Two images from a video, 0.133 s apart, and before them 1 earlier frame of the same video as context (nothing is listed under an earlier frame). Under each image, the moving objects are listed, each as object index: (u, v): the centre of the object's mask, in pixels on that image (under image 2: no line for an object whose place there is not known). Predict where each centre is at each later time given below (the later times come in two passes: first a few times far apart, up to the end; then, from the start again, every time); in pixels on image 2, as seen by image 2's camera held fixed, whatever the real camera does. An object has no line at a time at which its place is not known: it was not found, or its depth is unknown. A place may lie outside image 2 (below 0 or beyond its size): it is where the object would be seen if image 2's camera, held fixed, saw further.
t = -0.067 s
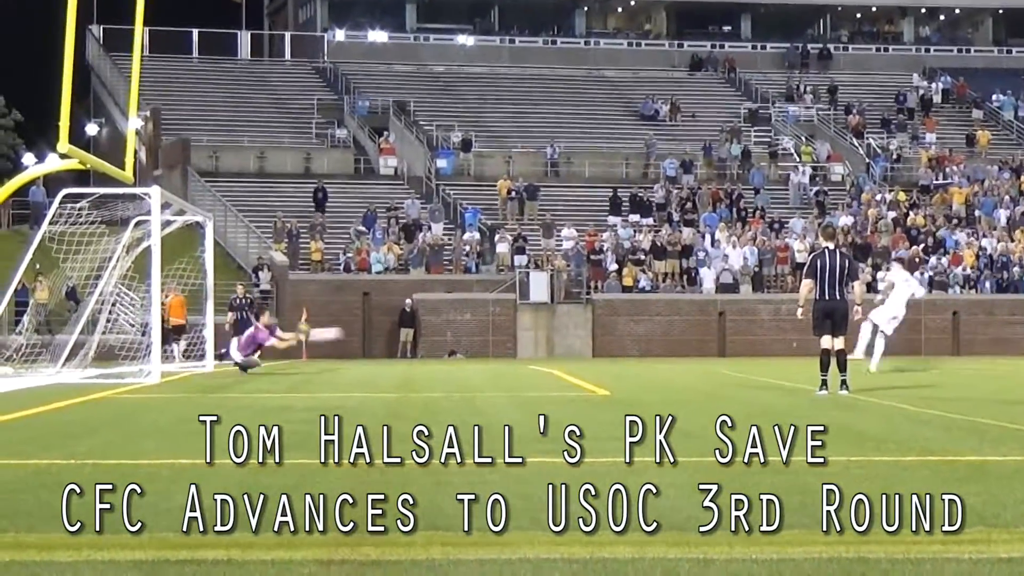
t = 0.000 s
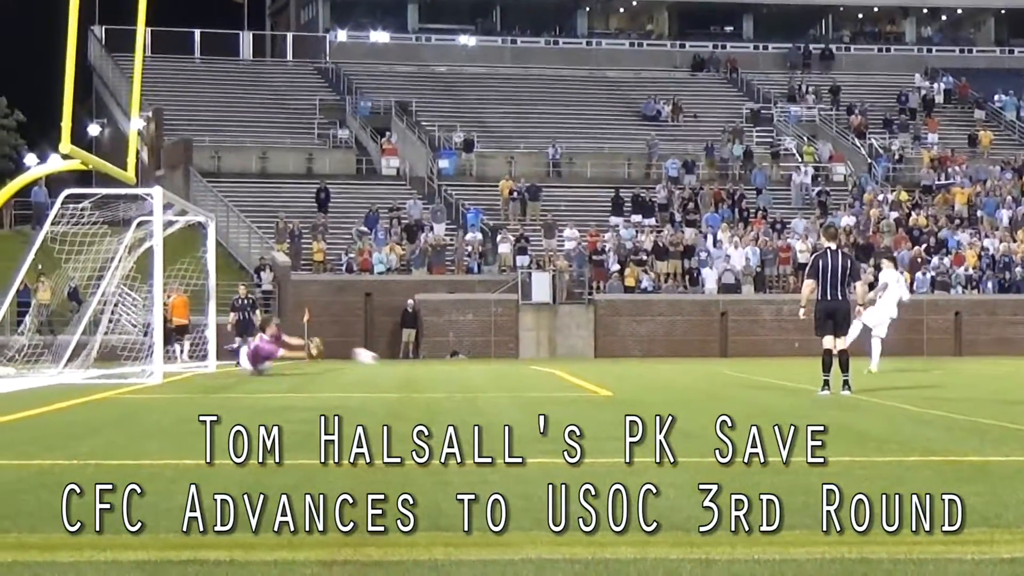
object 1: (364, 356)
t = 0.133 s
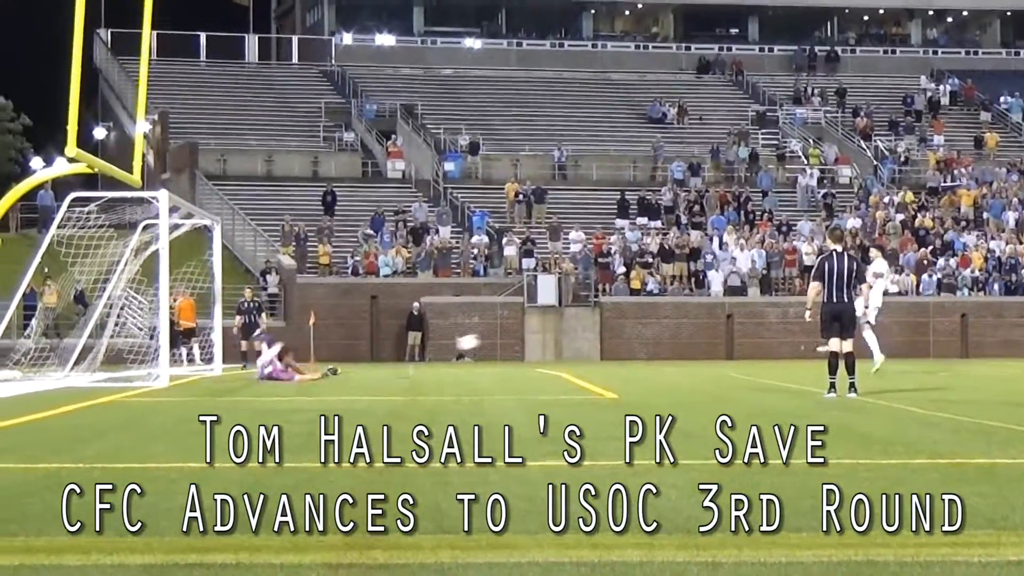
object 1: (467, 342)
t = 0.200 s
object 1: (509, 327)
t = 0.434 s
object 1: (650, 305)
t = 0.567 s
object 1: (723, 313)
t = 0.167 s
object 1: (489, 334)
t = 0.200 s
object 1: (509, 327)
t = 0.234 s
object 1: (530, 321)
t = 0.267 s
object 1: (551, 316)
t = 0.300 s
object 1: (571, 312)
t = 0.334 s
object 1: (591, 309)
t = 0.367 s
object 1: (611, 306)
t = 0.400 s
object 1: (631, 306)
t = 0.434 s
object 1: (650, 305)
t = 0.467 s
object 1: (669, 305)
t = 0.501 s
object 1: (687, 308)
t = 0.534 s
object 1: (706, 310)
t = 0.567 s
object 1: (723, 313)
